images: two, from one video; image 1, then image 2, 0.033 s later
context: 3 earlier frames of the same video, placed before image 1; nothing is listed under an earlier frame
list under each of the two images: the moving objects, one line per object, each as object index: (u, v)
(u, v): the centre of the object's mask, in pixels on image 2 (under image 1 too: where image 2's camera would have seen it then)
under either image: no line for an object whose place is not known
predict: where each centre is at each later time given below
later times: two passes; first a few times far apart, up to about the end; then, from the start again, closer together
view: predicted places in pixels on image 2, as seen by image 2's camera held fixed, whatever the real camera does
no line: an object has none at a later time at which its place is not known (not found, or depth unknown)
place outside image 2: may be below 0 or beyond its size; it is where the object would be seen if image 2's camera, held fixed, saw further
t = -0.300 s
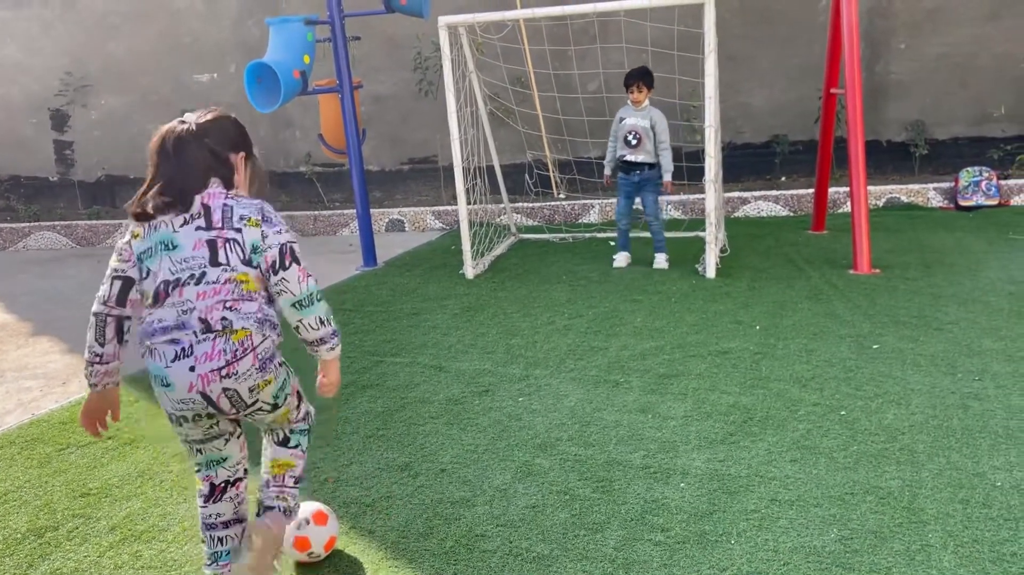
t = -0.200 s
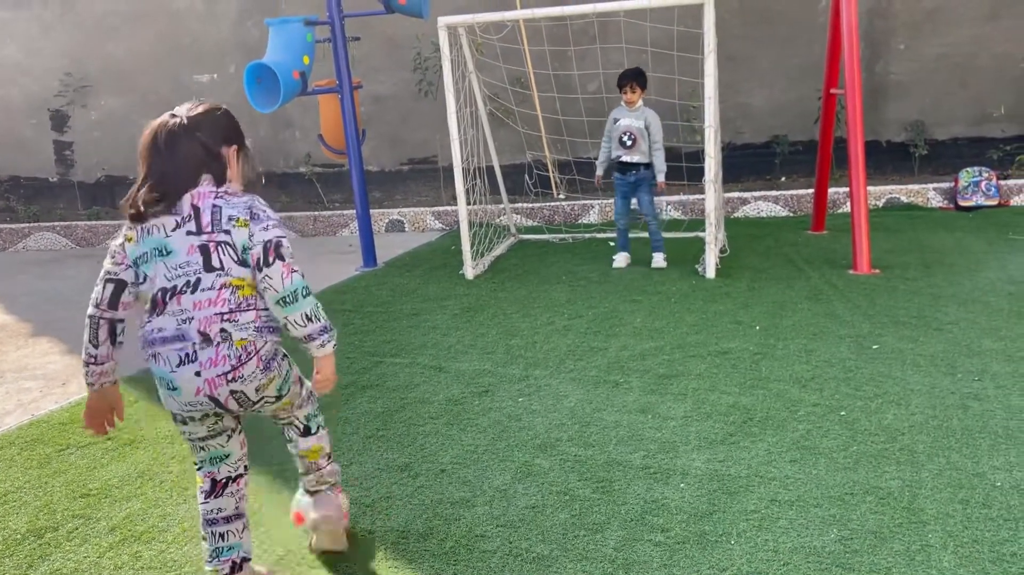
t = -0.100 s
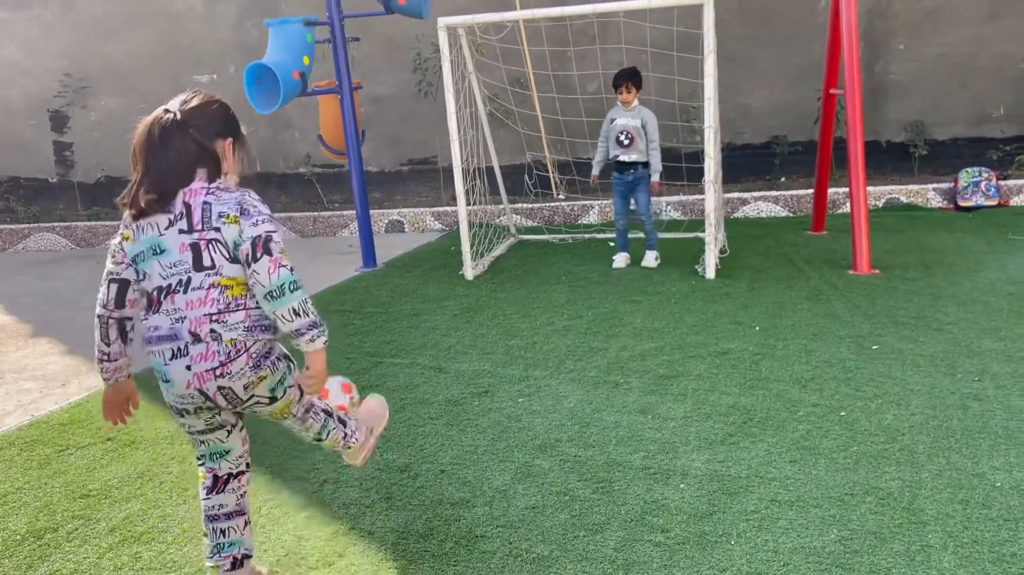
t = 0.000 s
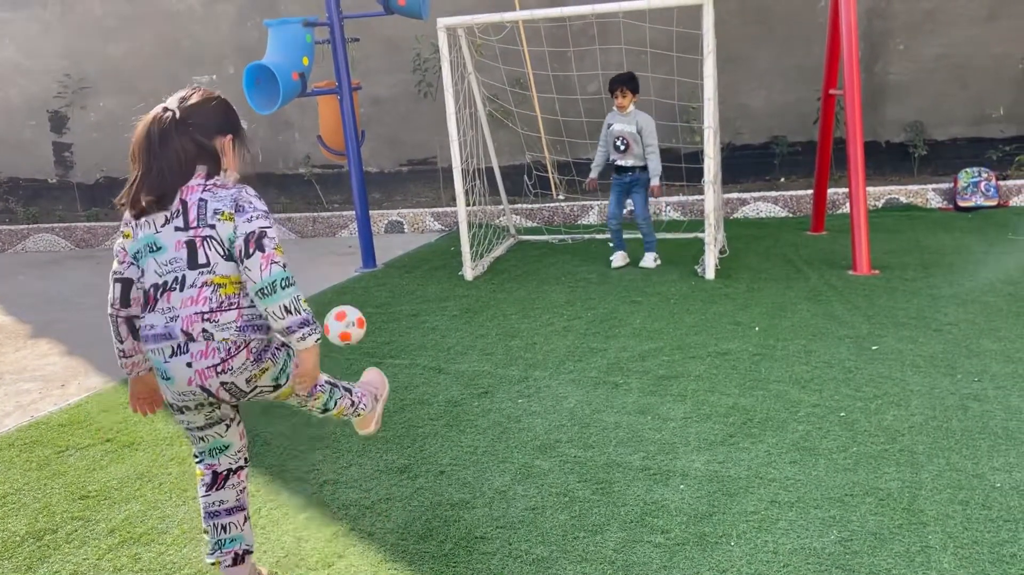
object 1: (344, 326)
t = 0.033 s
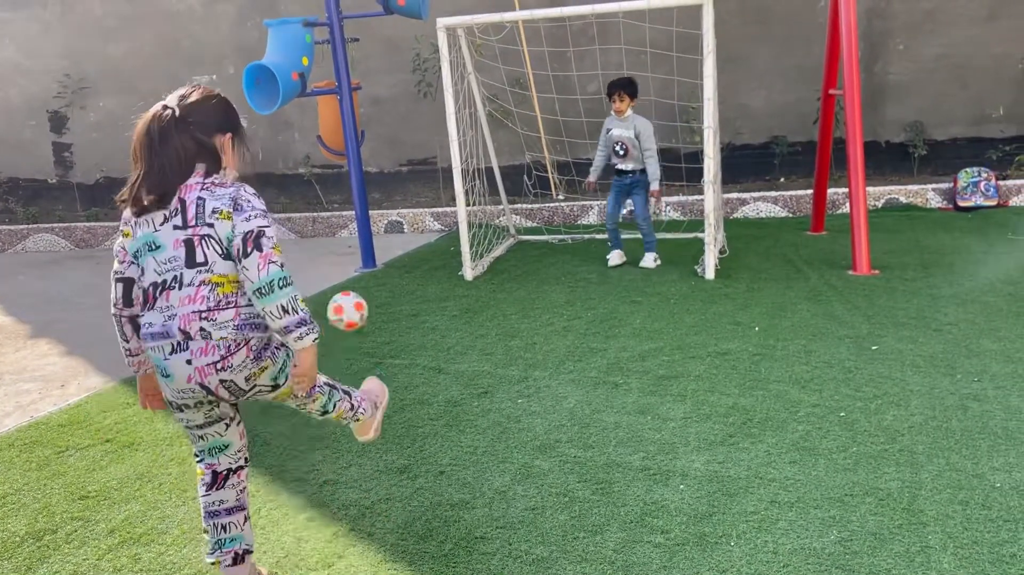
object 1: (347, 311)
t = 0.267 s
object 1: (366, 299)
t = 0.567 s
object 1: (371, 252)
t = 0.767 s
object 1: (387, 245)
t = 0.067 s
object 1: (350, 300)
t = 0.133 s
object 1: (355, 291)
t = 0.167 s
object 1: (358, 290)
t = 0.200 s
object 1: (361, 291)
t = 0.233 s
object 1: (364, 294)
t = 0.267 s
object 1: (366, 299)
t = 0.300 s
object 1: (368, 307)
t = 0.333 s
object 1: (367, 293)
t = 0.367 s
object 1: (367, 280)
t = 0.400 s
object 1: (368, 269)
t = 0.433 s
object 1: (368, 262)
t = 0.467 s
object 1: (368, 257)
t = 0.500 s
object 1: (369, 253)
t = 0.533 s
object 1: (369, 251)
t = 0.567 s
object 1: (371, 252)
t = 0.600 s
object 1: (371, 254)
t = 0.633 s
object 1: (372, 257)
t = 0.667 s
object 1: (375, 262)
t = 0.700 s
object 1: (374, 260)
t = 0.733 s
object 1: (376, 253)
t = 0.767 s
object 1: (387, 245)
